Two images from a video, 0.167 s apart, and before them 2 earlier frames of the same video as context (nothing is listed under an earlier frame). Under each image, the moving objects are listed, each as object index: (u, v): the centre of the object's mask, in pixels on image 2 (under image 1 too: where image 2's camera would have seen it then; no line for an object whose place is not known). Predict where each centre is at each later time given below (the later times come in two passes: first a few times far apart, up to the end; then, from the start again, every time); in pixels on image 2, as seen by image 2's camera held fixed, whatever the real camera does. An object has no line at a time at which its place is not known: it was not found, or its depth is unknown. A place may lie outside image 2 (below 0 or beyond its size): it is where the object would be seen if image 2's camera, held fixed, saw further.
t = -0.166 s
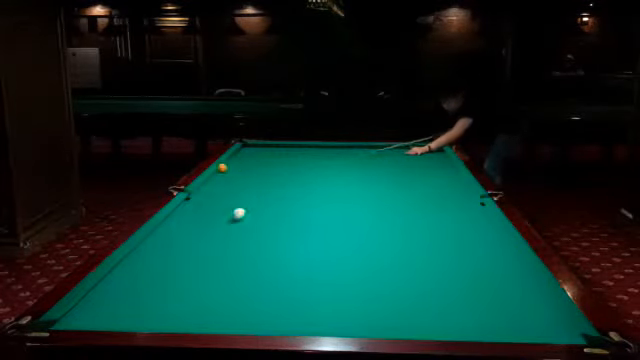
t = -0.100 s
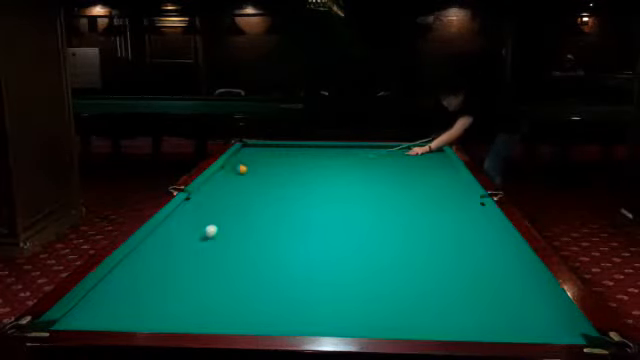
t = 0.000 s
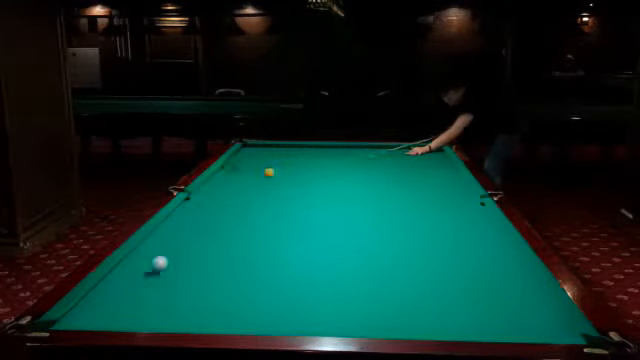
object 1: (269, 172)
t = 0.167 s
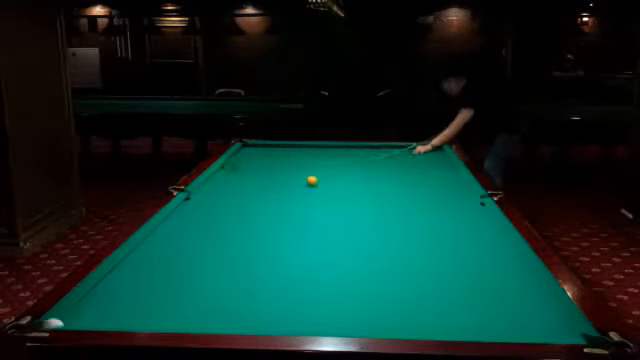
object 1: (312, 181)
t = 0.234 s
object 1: (327, 184)
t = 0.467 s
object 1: (386, 197)
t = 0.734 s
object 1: (469, 215)
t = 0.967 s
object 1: (463, 224)
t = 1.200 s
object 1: (428, 233)
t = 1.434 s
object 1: (393, 241)
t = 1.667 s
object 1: (357, 250)
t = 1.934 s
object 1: (311, 262)
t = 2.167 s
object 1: (268, 273)
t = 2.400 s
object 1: (221, 285)
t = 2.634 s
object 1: (172, 297)
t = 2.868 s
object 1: (118, 311)
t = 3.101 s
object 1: (61, 321)
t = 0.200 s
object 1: (319, 182)
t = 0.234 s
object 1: (327, 184)
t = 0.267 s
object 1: (335, 186)
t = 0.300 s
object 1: (343, 187)
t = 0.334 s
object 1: (351, 189)
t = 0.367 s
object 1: (361, 191)
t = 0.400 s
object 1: (369, 193)
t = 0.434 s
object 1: (377, 195)
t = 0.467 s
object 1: (386, 197)
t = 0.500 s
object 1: (395, 199)
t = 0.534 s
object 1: (405, 201)
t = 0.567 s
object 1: (415, 203)
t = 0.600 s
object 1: (425, 205)
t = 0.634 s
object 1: (436, 208)
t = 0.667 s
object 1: (446, 211)
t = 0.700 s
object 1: (458, 213)
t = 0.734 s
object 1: (469, 215)
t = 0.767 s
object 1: (480, 217)
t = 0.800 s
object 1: (490, 219)
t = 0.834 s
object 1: (484, 221)
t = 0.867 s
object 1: (477, 222)
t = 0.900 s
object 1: (471, 223)
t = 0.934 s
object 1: (465, 224)
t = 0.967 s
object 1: (463, 224)
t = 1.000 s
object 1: (458, 225)
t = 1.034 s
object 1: (453, 226)
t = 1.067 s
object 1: (448, 228)
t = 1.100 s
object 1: (443, 229)
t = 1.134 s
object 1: (438, 230)
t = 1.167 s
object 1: (434, 232)
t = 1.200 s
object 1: (428, 233)
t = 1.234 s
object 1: (423, 234)
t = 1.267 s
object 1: (419, 235)
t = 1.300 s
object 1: (413, 236)
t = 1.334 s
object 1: (409, 237)
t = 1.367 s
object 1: (404, 238)
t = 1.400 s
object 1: (399, 240)
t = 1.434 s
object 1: (393, 241)
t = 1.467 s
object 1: (389, 242)
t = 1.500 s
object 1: (384, 243)
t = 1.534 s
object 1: (378, 245)
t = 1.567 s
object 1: (373, 246)
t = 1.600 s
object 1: (368, 247)
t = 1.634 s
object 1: (362, 249)
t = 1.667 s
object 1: (357, 250)
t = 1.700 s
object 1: (351, 251)
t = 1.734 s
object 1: (346, 253)
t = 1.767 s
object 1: (340, 254)
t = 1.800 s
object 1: (334, 256)
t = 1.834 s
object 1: (329, 257)
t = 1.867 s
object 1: (323, 259)
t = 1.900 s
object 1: (317, 260)
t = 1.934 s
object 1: (311, 262)
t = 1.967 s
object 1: (305, 264)
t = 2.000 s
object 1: (299, 265)
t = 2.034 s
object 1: (293, 266)
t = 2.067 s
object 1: (288, 268)
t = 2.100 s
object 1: (281, 269)
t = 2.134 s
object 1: (274, 271)
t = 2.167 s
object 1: (268, 273)
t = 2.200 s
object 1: (261, 274)
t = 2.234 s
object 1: (255, 276)
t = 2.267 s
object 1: (248, 278)
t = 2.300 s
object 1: (241, 280)
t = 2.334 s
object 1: (235, 281)
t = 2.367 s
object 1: (229, 283)
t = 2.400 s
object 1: (221, 285)
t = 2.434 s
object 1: (215, 287)
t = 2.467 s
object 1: (208, 288)
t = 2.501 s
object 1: (201, 290)
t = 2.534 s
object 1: (194, 292)
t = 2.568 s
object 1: (187, 294)
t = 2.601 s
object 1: (179, 296)
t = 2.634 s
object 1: (172, 297)
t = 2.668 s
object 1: (165, 300)
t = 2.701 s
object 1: (157, 301)
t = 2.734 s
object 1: (149, 303)
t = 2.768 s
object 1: (141, 305)
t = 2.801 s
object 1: (134, 307)
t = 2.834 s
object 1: (126, 309)
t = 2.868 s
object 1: (118, 311)
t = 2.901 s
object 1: (110, 313)
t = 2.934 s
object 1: (103, 314)
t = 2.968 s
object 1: (96, 315)
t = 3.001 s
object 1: (87, 317)
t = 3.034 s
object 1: (79, 319)
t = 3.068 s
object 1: (71, 320)
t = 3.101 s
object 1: (61, 321)
